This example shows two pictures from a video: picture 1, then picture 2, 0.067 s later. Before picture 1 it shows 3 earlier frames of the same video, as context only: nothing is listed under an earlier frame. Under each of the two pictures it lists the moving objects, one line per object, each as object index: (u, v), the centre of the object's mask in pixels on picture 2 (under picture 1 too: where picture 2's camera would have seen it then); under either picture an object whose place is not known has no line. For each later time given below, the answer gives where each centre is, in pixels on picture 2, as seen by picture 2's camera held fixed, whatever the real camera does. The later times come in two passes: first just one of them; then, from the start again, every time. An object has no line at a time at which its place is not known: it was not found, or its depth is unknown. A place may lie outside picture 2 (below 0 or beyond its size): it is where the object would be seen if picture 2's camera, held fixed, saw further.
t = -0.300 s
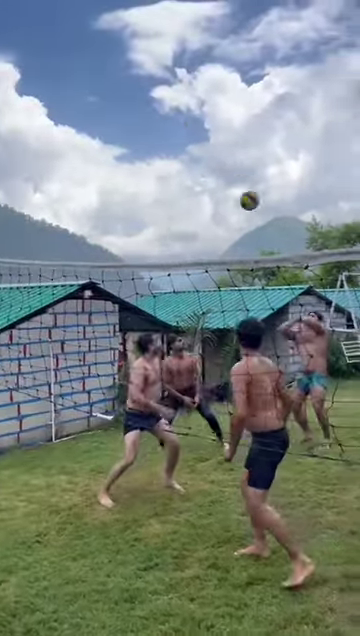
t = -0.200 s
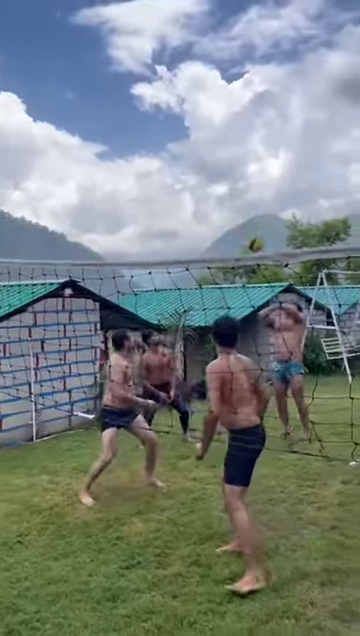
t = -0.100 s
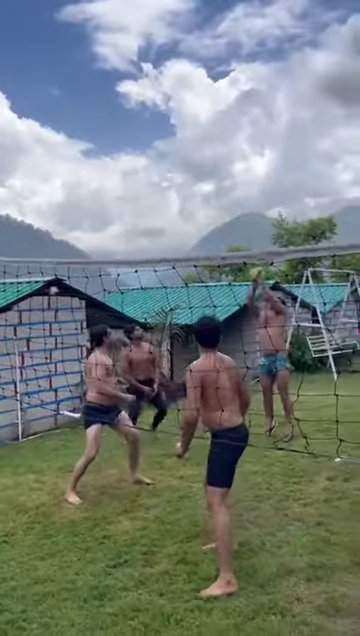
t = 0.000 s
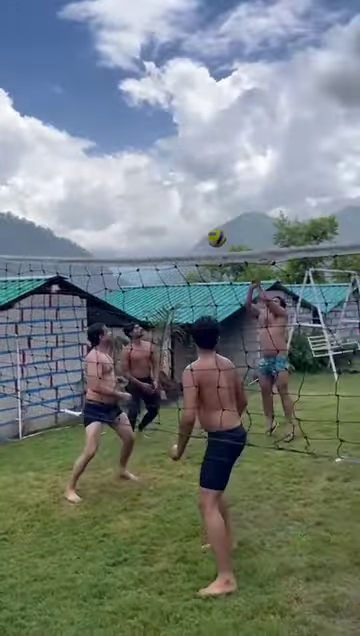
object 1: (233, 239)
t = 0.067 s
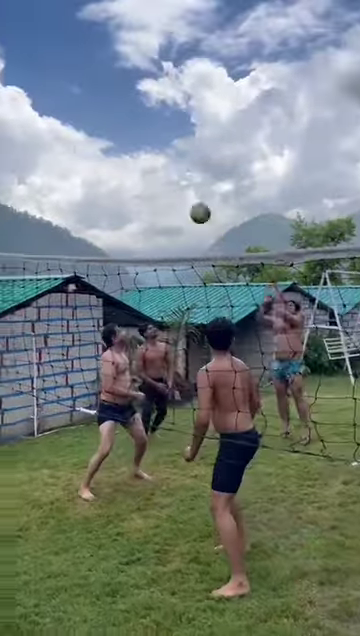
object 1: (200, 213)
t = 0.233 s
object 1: (85, 148)
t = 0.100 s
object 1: (181, 200)
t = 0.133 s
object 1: (160, 187)
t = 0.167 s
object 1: (137, 174)
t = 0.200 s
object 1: (113, 162)
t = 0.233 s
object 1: (85, 148)
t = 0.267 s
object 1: (55, 136)
